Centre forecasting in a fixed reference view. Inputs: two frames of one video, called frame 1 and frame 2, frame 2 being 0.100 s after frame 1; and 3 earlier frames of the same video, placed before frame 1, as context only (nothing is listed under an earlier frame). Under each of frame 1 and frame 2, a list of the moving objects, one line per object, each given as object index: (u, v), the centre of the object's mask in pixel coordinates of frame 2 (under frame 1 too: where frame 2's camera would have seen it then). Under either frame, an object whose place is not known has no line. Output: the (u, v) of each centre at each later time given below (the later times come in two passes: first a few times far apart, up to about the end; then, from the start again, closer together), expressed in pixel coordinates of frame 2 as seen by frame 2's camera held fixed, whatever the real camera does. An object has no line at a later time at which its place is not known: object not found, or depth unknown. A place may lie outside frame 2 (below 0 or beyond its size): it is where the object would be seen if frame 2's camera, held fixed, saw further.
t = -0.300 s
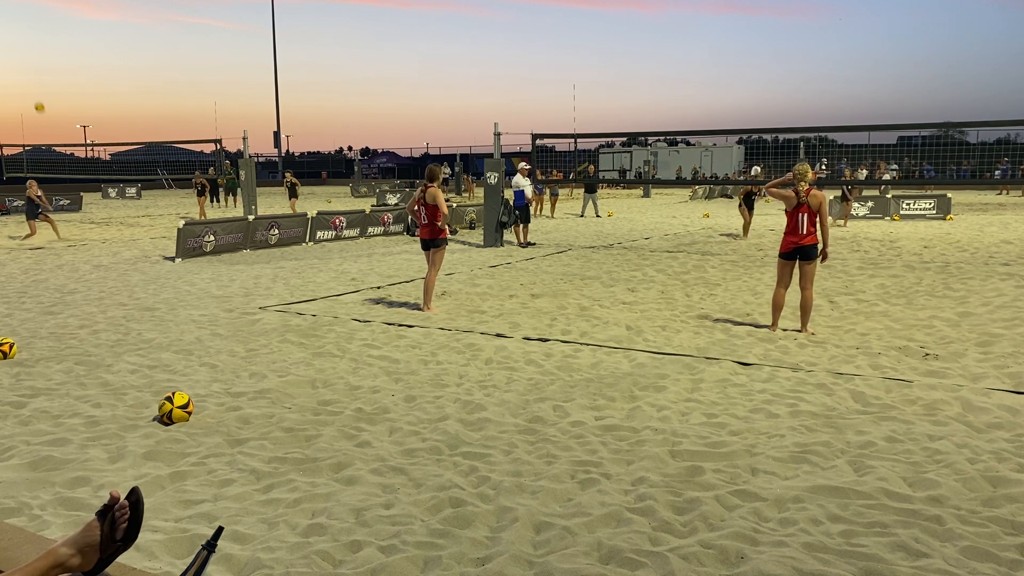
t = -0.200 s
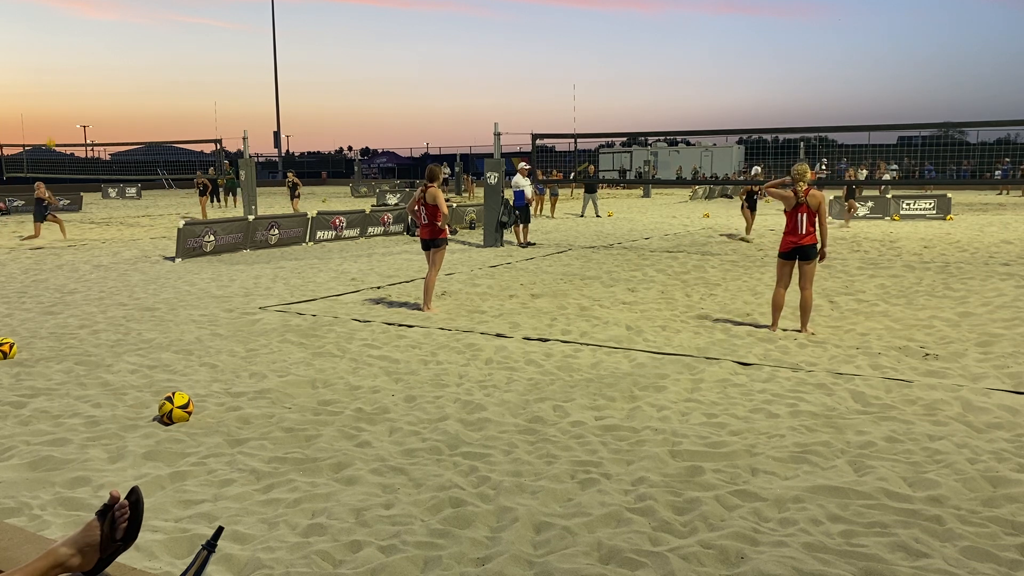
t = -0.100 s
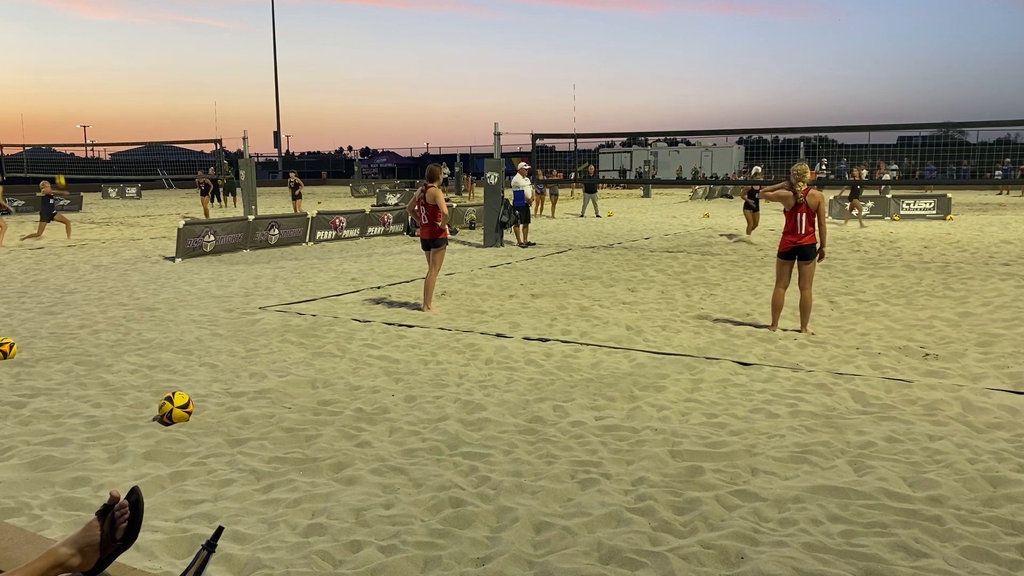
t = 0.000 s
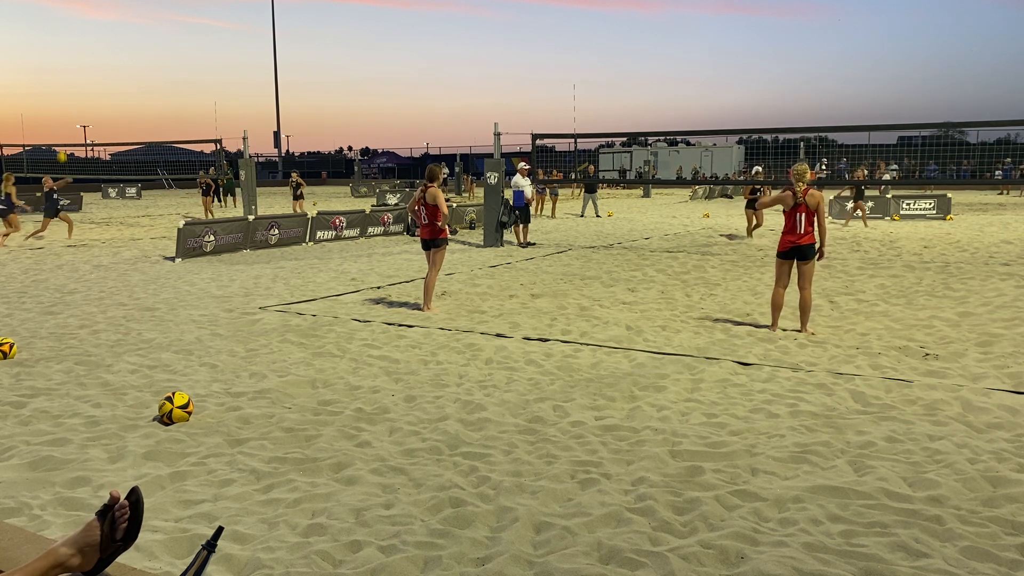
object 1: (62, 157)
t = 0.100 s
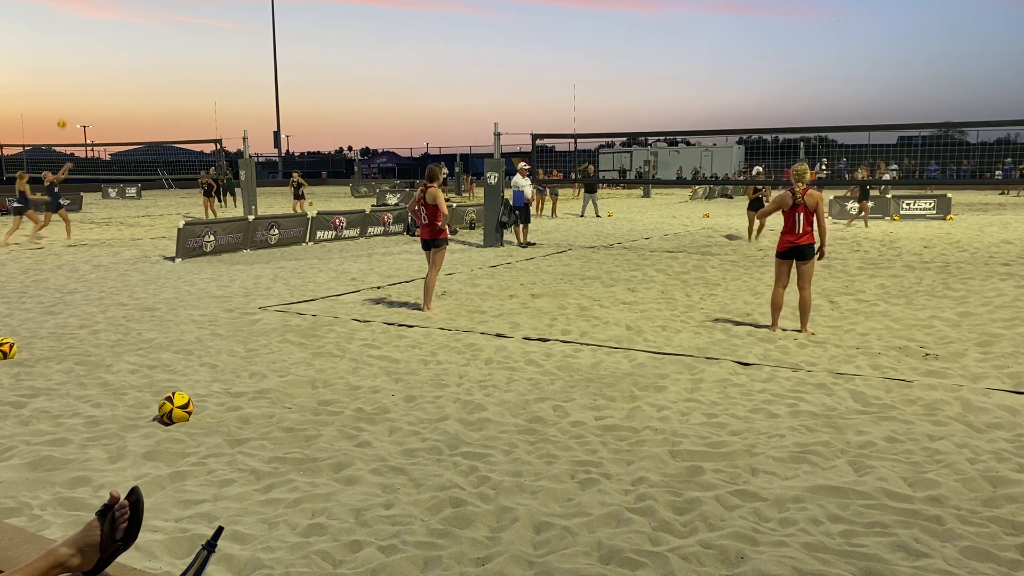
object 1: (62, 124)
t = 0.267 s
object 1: (64, 79)
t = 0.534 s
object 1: (70, 35)
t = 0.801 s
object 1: (80, 23)
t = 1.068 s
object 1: (93, 43)
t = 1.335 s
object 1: (109, 92)
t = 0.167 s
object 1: (62, 104)
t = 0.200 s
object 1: (62, 95)
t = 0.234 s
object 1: (63, 87)
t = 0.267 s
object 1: (64, 79)
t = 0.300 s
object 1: (64, 72)
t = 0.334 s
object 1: (65, 65)
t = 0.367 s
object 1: (65, 59)
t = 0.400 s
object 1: (66, 53)
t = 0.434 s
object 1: (67, 48)
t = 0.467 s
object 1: (68, 43)
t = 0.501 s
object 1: (69, 39)
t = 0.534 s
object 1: (70, 35)
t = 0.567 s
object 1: (71, 32)
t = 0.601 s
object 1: (72, 29)
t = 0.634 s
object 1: (74, 27)
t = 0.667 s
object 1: (75, 25)
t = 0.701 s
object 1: (76, 24)
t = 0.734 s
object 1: (77, 23)
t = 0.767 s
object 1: (79, 23)
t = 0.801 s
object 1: (80, 23)
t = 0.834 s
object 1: (82, 24)
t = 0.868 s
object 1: (83, 25)
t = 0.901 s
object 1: (85, 27)
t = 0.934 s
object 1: (86, 29)
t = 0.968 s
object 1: (88, 32)
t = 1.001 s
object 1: (90, 35)
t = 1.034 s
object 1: (91, 39)
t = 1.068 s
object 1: (93, 43)
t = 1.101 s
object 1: (95, 47)
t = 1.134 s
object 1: (97, 52)
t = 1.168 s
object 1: (99, 58)
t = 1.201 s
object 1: (101, 64)
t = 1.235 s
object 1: (103, 70)
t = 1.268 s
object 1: (105, 77)
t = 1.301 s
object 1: (107, 84)
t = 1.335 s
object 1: (109, 92)
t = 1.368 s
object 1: (111, 99)
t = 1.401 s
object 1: (113, 108)
